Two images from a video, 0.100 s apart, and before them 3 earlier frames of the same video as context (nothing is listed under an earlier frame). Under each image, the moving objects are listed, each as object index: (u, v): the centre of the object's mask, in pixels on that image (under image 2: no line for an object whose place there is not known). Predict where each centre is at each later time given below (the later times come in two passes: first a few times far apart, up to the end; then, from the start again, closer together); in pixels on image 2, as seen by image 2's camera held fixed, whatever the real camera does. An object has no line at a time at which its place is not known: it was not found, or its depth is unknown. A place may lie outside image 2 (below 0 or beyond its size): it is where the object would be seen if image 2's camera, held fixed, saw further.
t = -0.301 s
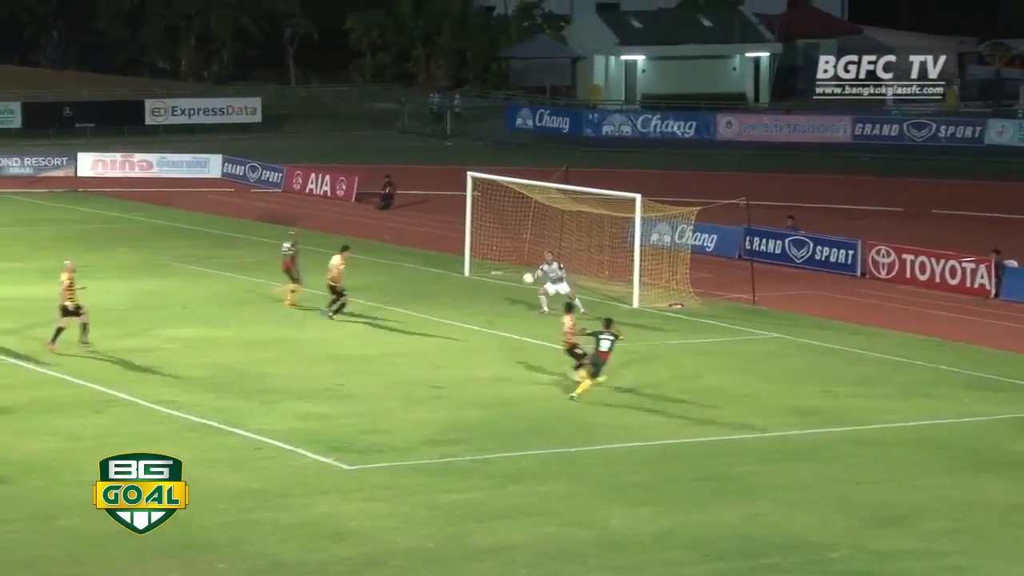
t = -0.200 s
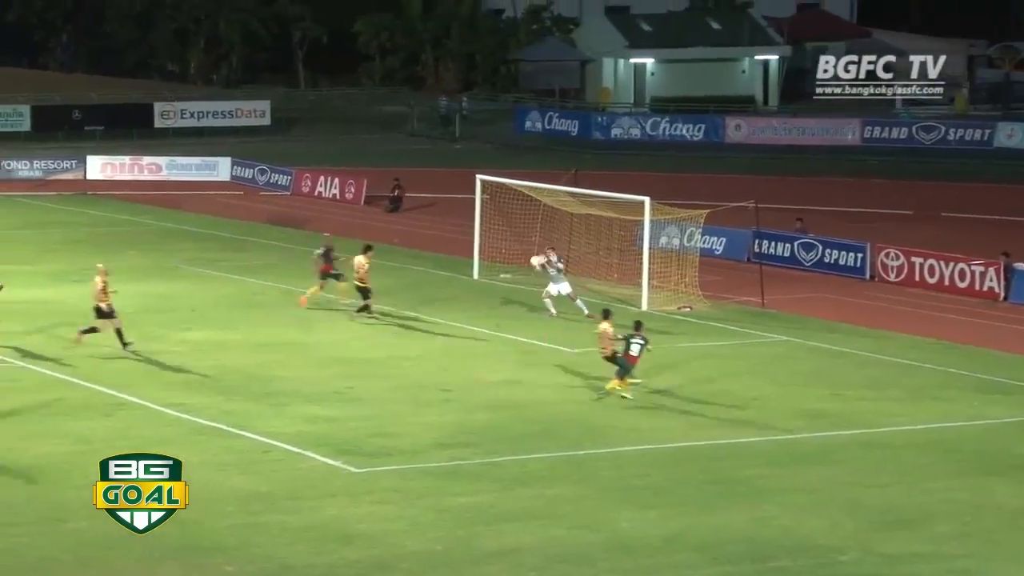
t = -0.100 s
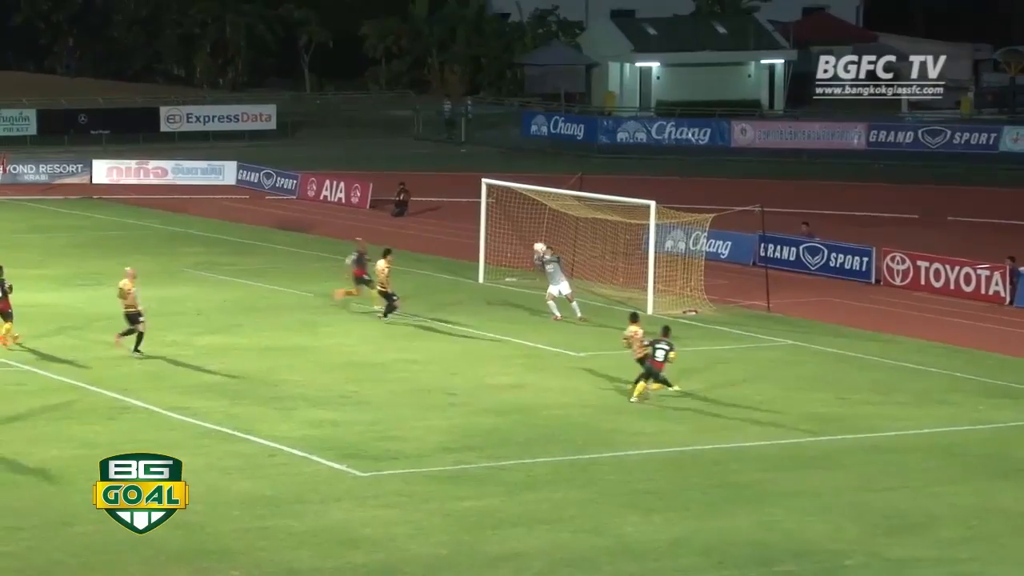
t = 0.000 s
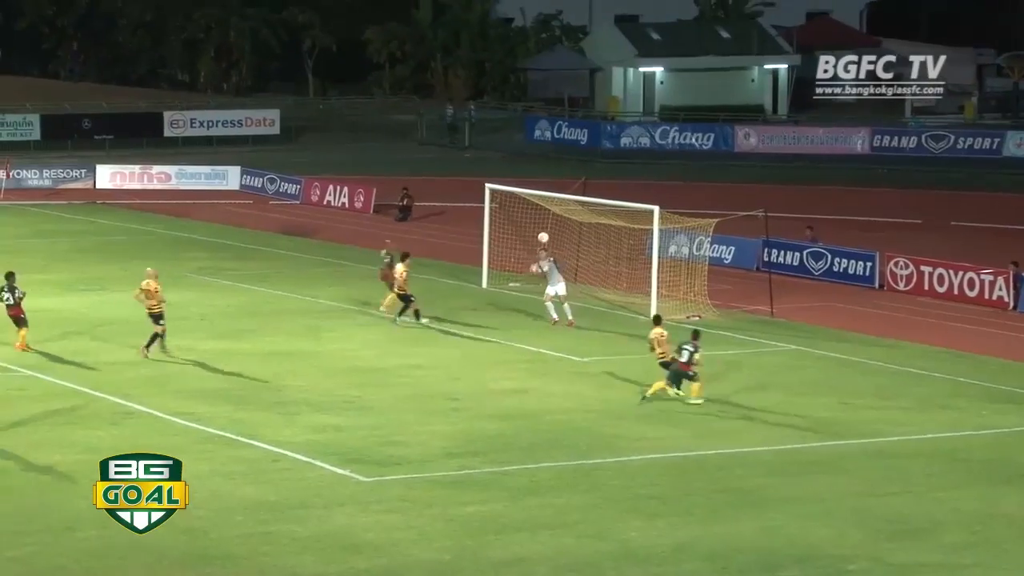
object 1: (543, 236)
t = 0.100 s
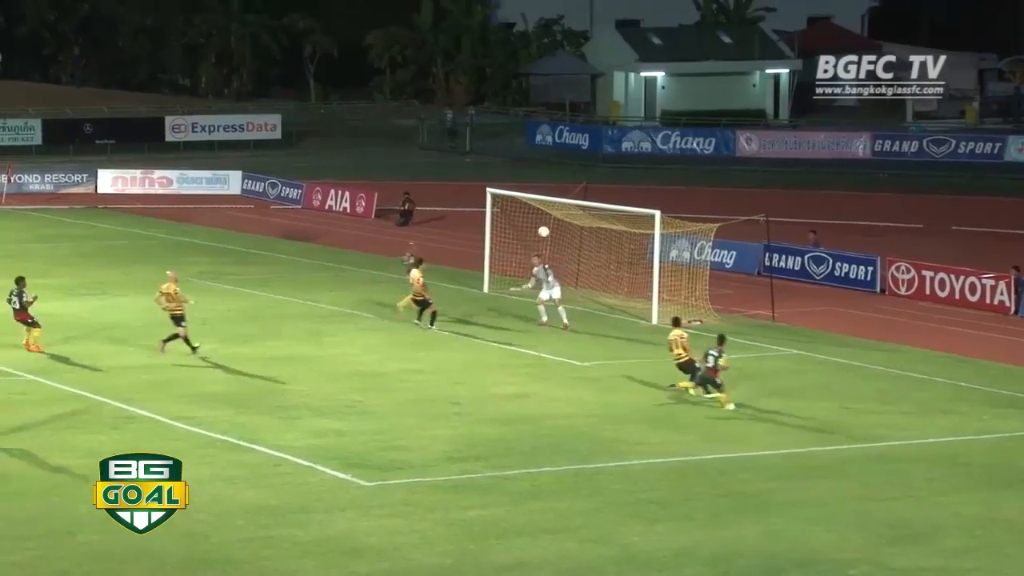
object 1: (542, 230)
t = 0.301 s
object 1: (542, 222)
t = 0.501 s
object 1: (536, 239)
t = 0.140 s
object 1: (542, 227)
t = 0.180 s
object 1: (541, 222)
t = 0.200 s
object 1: (542, 223)
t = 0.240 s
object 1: (539, 218)
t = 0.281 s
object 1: (537, 216)
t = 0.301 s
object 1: (542, 222)
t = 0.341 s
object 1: (540, 223)
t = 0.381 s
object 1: (540, 223)
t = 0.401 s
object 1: (538, 229)
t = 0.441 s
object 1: (537, 228)
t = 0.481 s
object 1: (537, 238)
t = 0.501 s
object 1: (536, 239)
